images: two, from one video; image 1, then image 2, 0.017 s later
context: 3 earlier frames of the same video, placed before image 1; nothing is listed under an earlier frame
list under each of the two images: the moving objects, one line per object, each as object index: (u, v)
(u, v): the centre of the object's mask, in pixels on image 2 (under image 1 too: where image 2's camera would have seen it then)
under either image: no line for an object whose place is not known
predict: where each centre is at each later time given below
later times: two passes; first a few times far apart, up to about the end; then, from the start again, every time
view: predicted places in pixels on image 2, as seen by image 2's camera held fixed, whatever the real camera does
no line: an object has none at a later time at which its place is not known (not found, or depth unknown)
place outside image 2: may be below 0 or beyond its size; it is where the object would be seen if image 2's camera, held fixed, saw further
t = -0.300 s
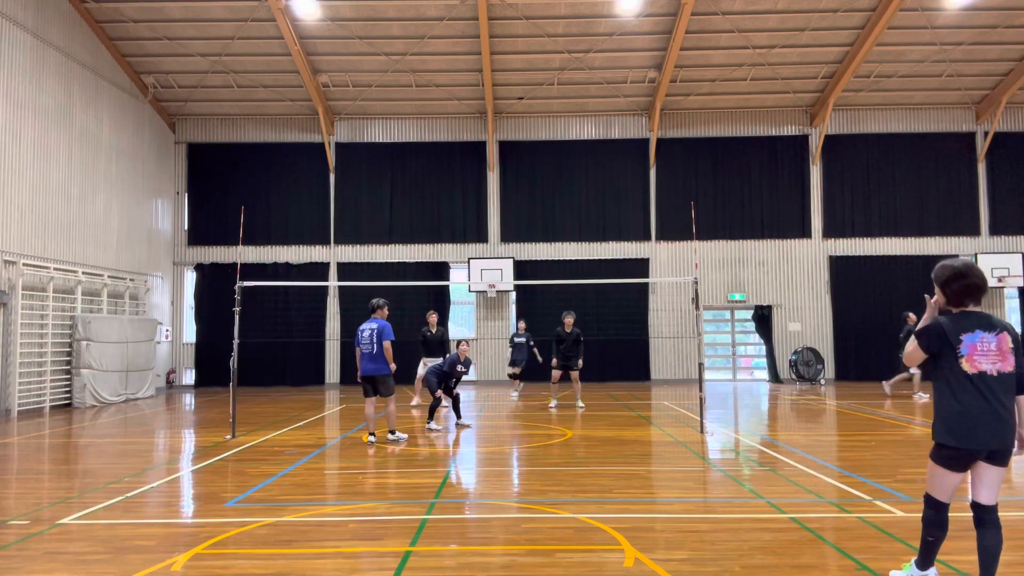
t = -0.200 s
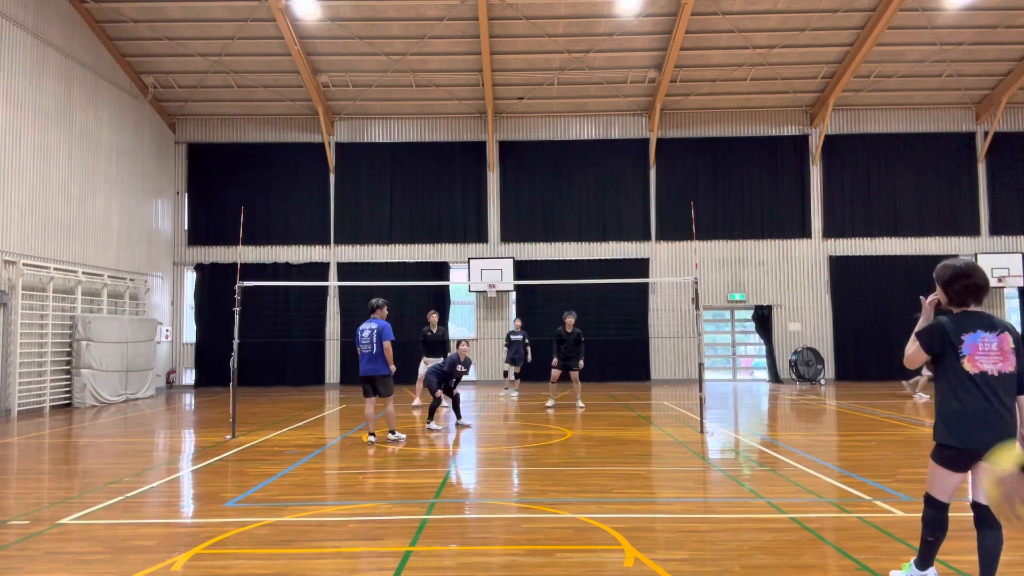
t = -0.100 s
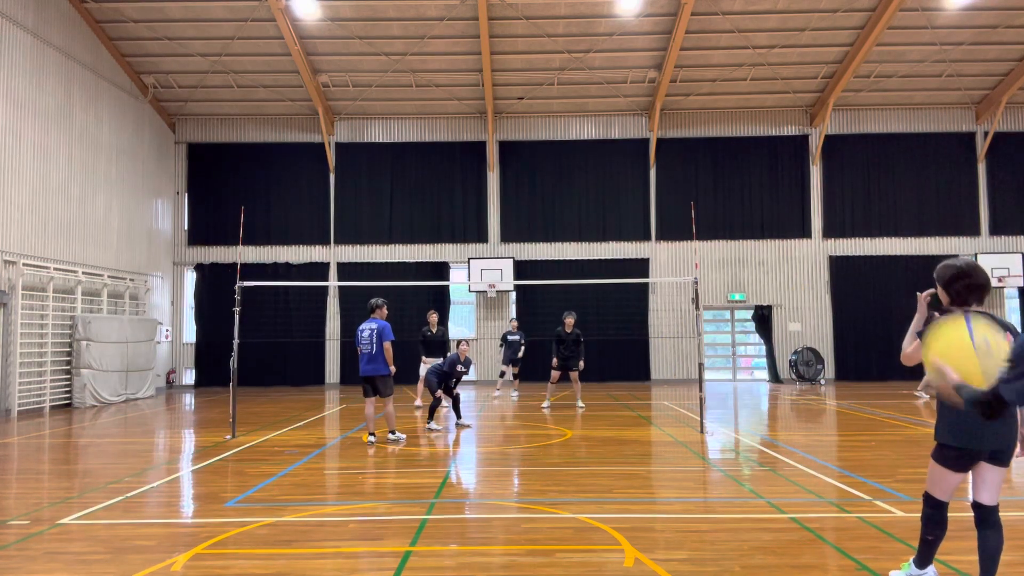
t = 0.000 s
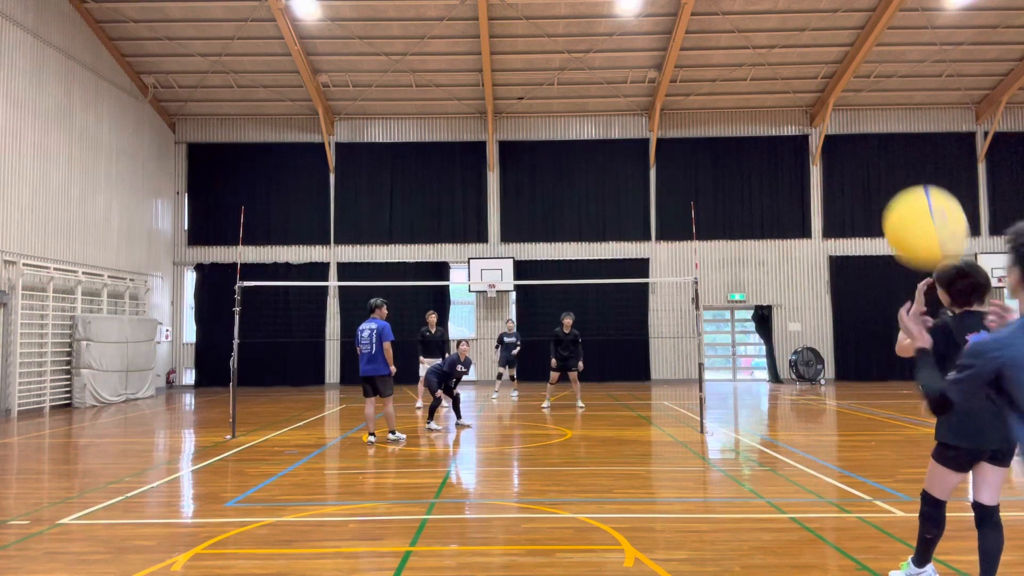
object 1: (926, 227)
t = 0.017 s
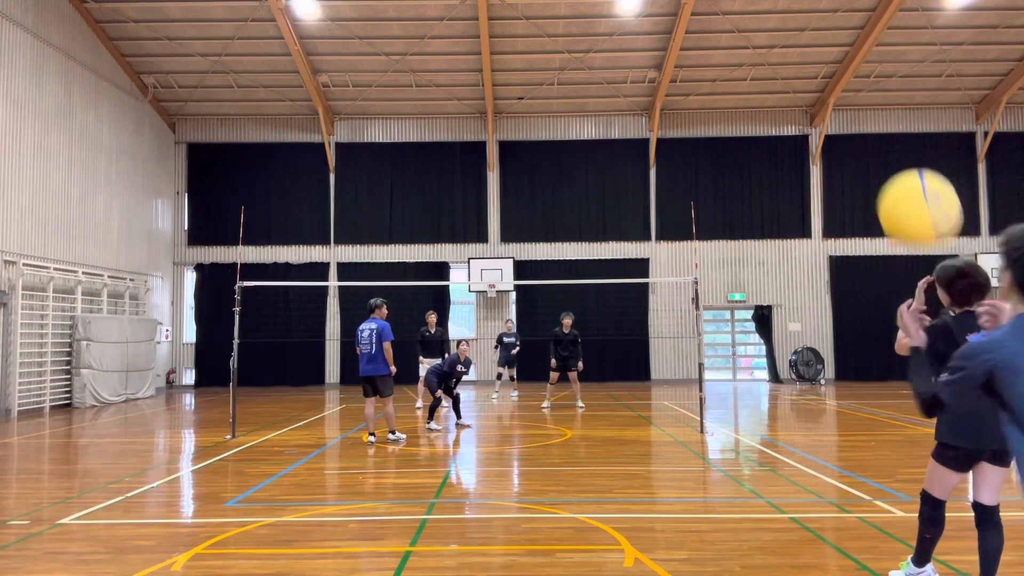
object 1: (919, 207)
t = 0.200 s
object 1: (863, 85)
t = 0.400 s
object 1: (817, 60)
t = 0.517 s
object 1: (797, 85)
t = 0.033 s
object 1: (914, 194)
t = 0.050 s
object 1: (908, 179)
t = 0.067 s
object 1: (902, 165)
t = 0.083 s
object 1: (897, 152)
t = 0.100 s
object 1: (892, 140)
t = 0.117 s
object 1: (886, 129)
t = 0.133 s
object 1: (882, 118)
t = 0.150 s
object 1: (876, 109)
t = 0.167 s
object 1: (872, 100)
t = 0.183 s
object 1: (867, 92)
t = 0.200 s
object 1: (863, 85)
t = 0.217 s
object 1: (859, 79)
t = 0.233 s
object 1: (854, 74)
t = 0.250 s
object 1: (850, 70)
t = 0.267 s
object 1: (846, 66)
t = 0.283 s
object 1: (842, 63)
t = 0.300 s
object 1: (838, 61)
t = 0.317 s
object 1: (834, 59)
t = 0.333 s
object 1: (831, 58)
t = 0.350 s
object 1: (827, 57)
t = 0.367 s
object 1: (824, 58)
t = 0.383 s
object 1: (821, 58)
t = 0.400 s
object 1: (817, 60)
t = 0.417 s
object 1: (814, 62)
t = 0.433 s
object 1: (811, 64)
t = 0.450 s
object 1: (808, 67)
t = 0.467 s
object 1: (805, 71)
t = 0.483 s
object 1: (802, 75)
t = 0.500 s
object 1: (799, 80)
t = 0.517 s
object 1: (797, 85)
